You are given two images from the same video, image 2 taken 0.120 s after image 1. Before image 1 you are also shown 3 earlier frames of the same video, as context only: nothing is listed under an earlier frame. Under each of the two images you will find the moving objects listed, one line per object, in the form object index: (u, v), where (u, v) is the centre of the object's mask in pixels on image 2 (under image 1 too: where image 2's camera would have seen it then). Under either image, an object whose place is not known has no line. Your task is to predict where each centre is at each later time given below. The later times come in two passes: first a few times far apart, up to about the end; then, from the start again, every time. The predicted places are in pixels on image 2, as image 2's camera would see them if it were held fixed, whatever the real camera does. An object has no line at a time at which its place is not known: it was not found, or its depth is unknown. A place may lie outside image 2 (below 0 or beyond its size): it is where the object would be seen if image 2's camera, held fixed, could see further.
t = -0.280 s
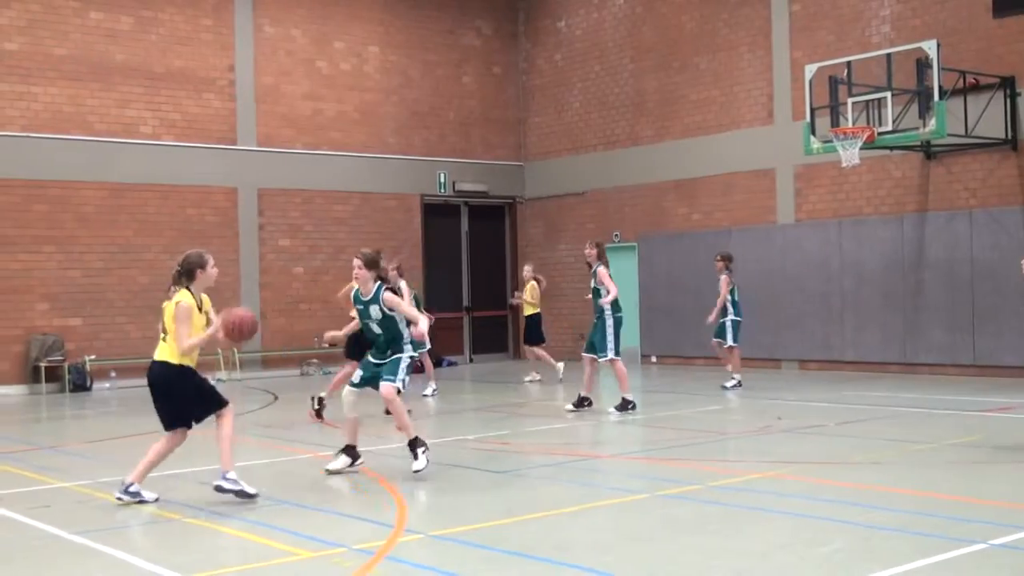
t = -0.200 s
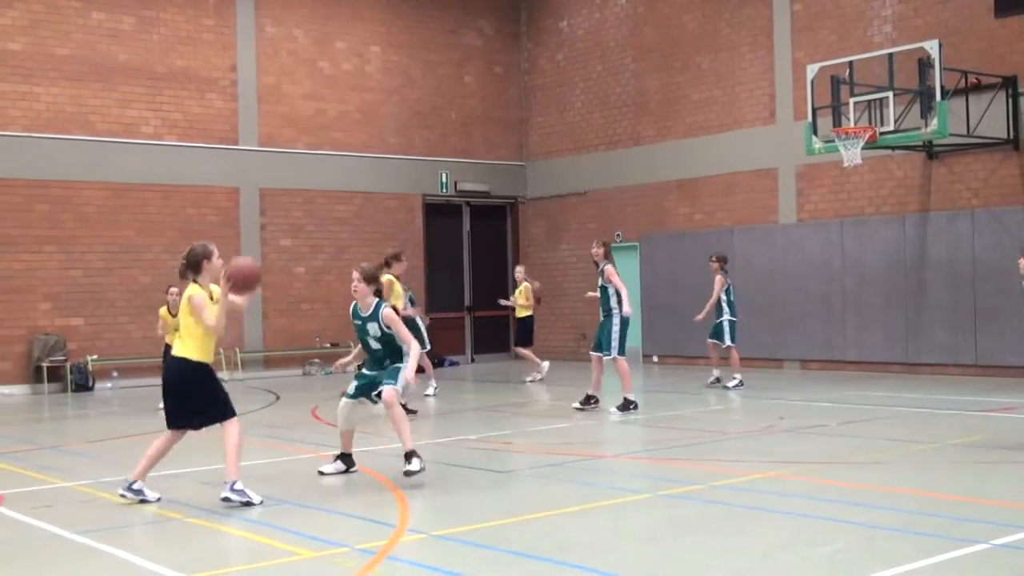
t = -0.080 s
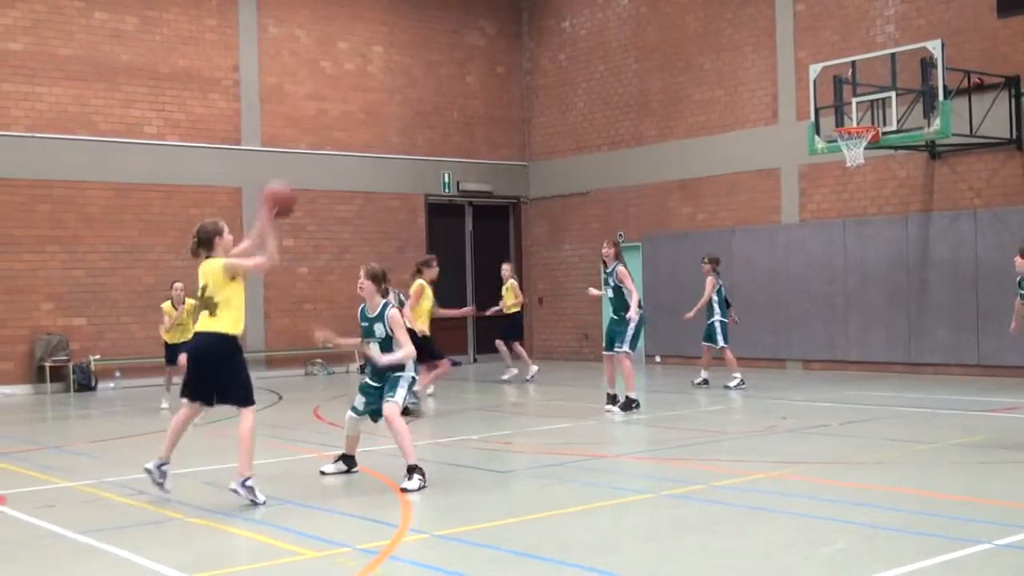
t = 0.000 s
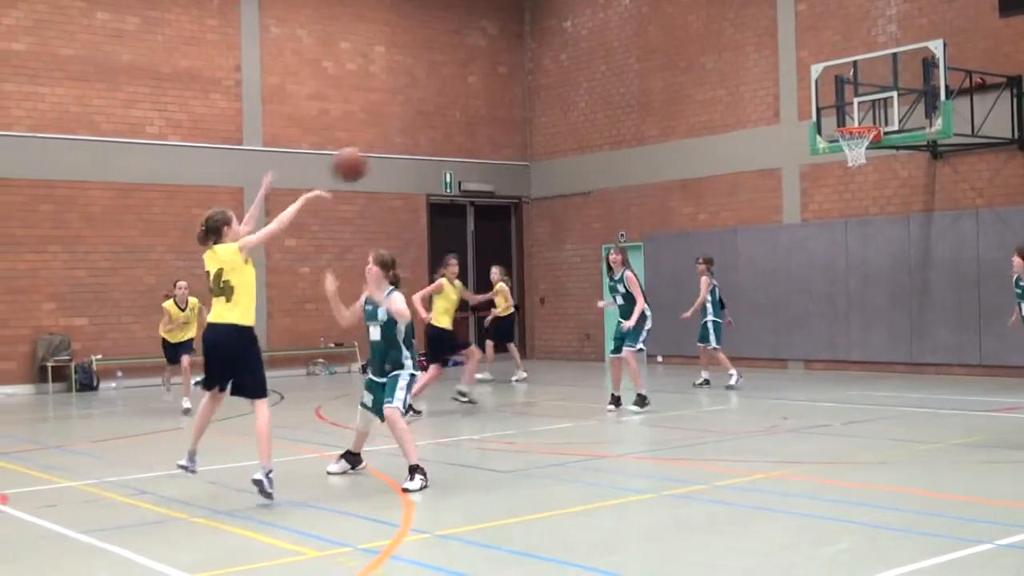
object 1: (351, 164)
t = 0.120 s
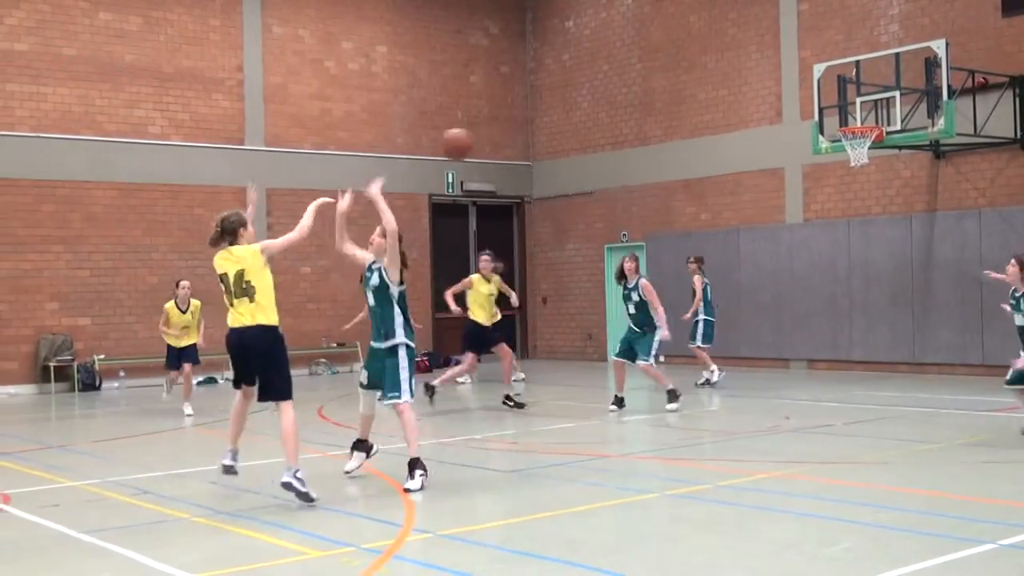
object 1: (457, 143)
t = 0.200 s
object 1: (516, 142)
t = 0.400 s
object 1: (645, 174)
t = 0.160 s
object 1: (486, 141)
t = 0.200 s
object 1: (516, 142)
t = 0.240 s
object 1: (544, 145)
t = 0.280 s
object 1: (571, 150)
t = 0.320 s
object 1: (597, 156)
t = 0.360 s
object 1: (621, 165)
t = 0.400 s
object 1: (645, 174)
